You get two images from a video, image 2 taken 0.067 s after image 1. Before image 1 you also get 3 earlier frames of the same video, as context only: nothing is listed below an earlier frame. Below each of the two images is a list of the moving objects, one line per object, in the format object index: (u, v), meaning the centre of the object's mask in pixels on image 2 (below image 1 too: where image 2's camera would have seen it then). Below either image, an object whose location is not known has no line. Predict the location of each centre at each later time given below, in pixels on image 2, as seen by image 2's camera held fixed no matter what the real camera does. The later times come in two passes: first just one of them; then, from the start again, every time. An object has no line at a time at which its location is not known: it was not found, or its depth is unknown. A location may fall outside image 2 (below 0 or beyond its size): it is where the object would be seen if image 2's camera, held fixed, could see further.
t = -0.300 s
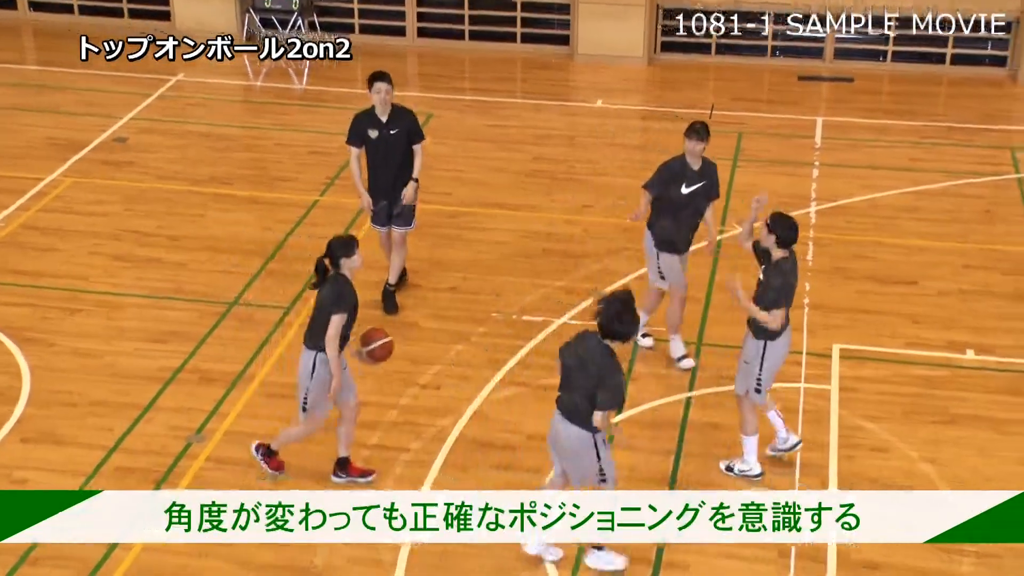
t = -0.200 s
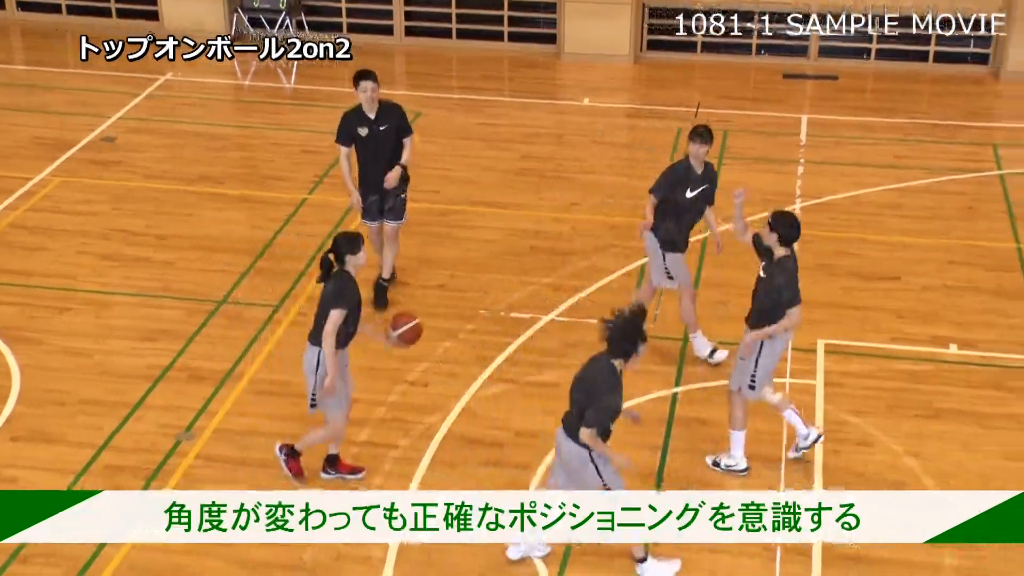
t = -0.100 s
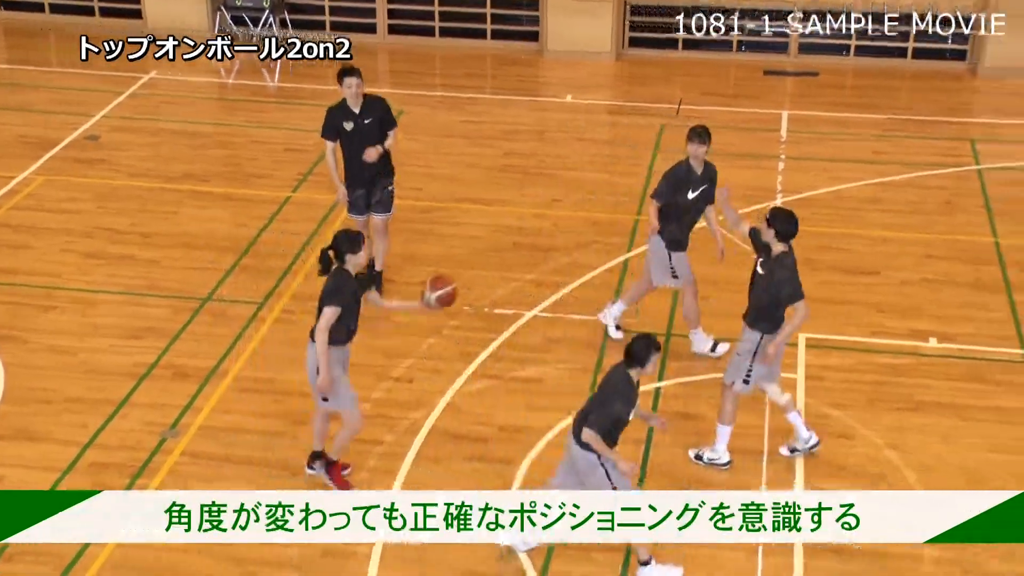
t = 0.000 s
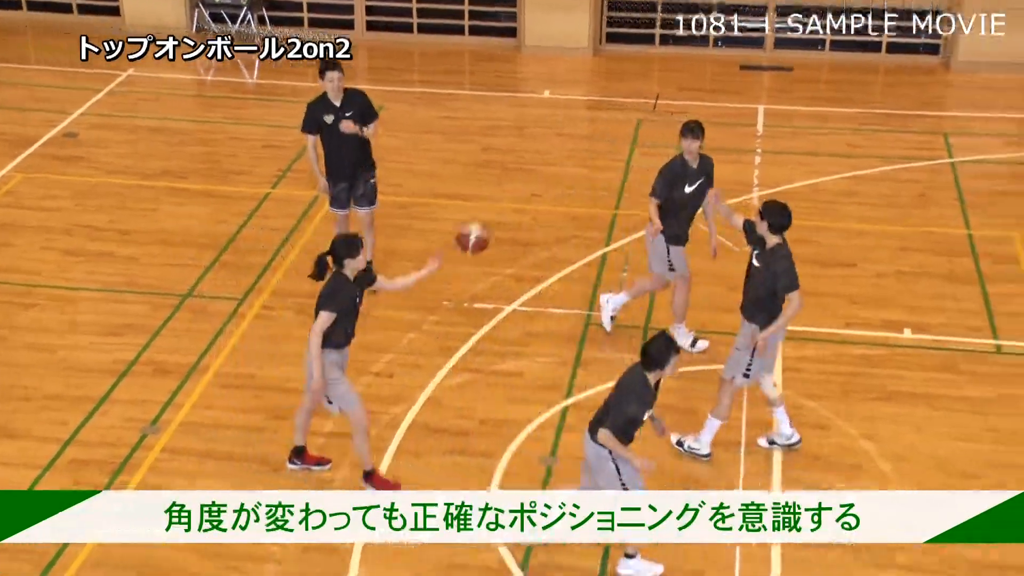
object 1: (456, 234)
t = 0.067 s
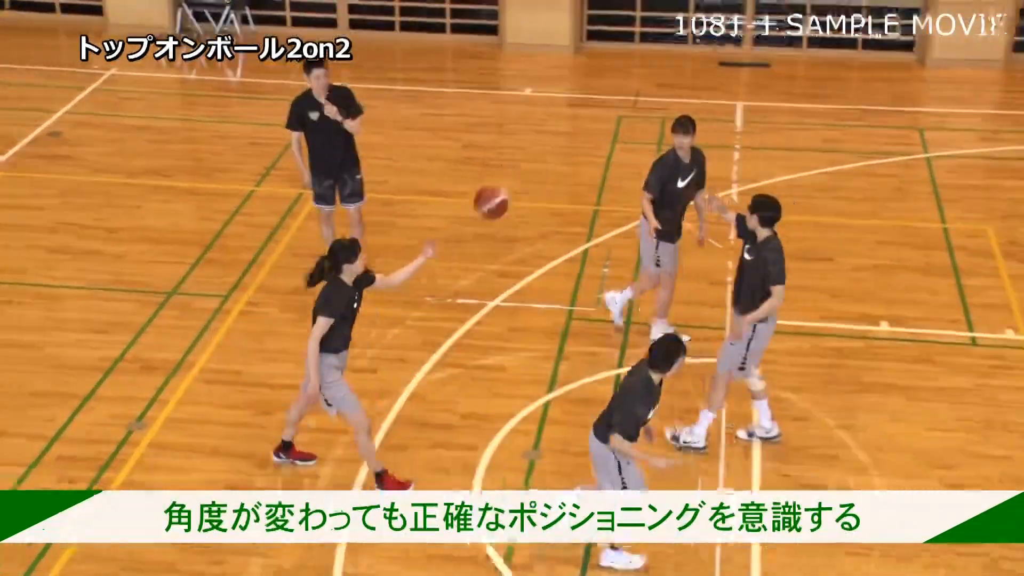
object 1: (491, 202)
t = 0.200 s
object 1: (562, 156)
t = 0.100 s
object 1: (509, 188)
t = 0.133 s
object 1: (528, 174)
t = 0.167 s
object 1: (547, 162)
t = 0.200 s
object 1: (562, 156)
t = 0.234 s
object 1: (581, 148)
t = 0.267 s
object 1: (599, 142)
